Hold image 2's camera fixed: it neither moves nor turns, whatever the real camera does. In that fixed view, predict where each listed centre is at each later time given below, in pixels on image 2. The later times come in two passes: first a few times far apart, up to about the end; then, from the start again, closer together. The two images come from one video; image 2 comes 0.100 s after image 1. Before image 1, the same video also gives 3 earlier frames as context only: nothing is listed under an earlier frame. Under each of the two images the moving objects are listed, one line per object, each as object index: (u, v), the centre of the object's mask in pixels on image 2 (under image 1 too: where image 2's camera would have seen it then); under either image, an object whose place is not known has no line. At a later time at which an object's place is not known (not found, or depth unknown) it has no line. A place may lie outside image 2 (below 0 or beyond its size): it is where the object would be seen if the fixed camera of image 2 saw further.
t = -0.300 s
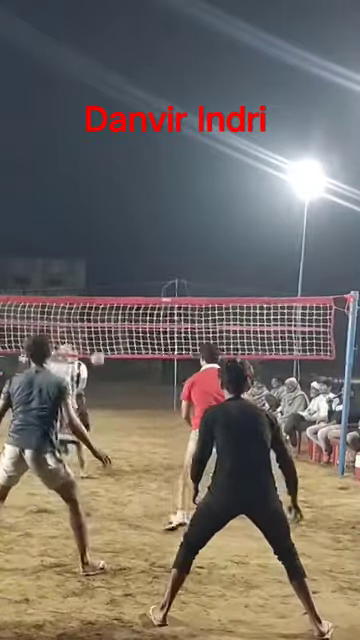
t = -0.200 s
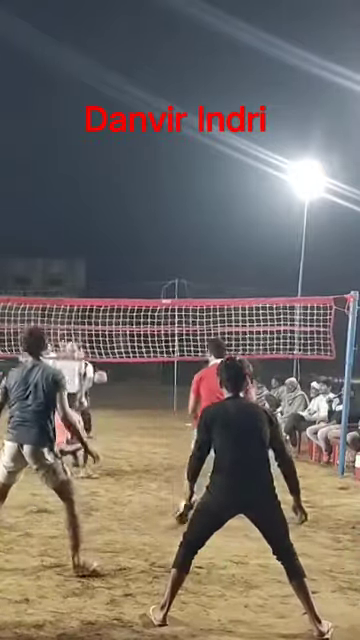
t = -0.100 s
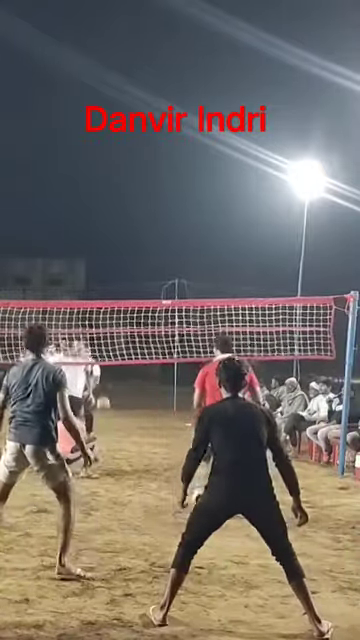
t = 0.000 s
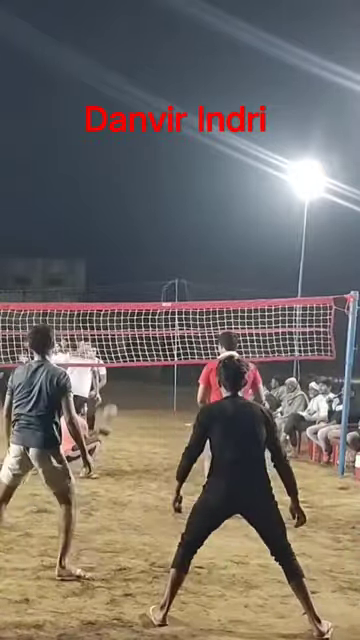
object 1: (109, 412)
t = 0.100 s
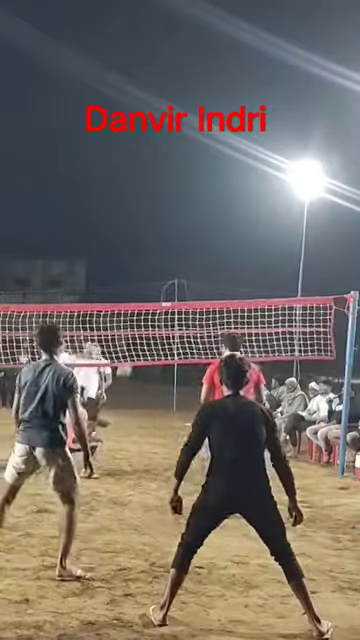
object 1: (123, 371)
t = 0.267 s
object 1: (149, 312)
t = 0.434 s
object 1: (174, 276)
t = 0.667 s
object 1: (211, 262)
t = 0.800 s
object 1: (231, 274)
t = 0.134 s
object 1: (129, 356)
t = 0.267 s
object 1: (149, 312)
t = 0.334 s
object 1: (159, 295)
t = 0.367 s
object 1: (164, 288)
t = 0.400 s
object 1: (169, 281)
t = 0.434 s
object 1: (174, 276)
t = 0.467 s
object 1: (179, 271)
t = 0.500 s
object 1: (185, 268)
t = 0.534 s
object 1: (190, 264)
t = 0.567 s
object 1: (195, 262)
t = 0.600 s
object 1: (200, 261)
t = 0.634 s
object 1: (205, 261)
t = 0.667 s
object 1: (211, 262)
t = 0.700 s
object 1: (216, 263)
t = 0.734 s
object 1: (221, 266)
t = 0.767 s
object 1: (226, 269)
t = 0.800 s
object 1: (231, 274)
